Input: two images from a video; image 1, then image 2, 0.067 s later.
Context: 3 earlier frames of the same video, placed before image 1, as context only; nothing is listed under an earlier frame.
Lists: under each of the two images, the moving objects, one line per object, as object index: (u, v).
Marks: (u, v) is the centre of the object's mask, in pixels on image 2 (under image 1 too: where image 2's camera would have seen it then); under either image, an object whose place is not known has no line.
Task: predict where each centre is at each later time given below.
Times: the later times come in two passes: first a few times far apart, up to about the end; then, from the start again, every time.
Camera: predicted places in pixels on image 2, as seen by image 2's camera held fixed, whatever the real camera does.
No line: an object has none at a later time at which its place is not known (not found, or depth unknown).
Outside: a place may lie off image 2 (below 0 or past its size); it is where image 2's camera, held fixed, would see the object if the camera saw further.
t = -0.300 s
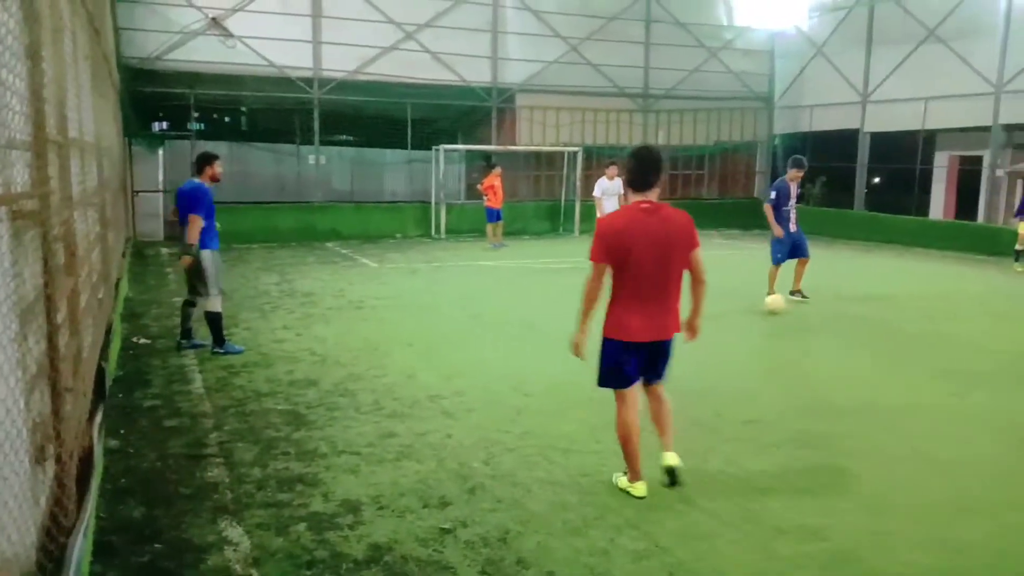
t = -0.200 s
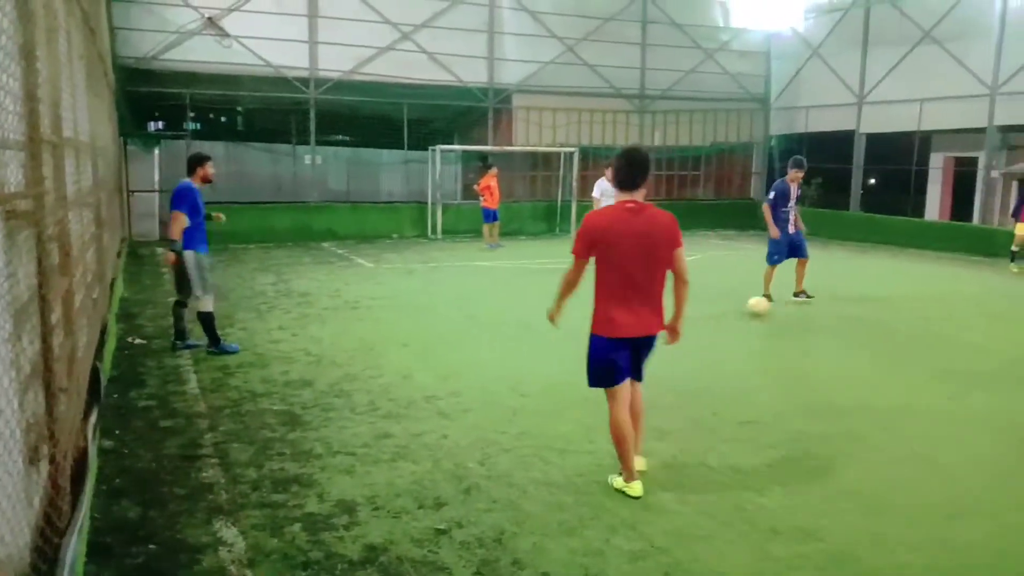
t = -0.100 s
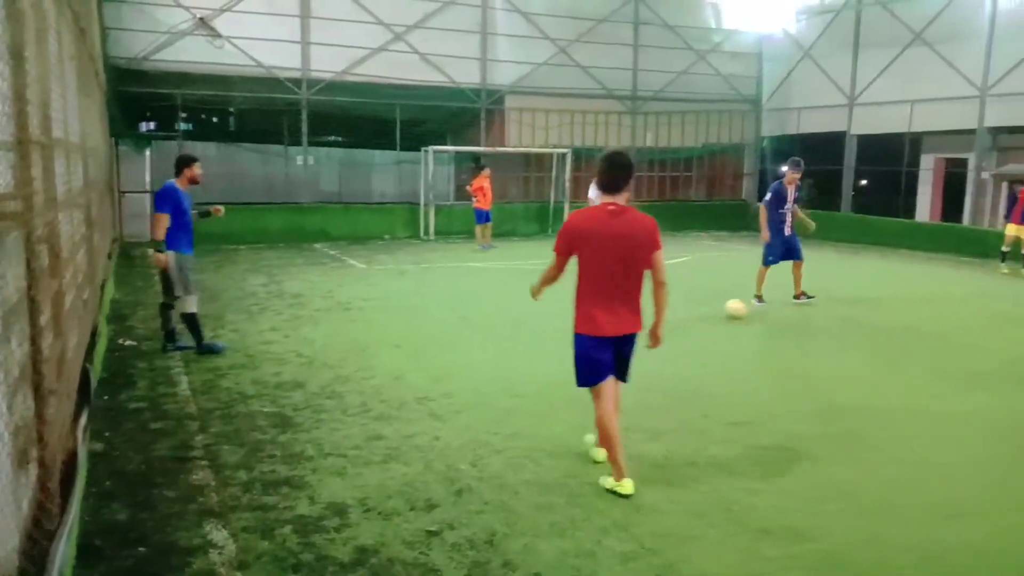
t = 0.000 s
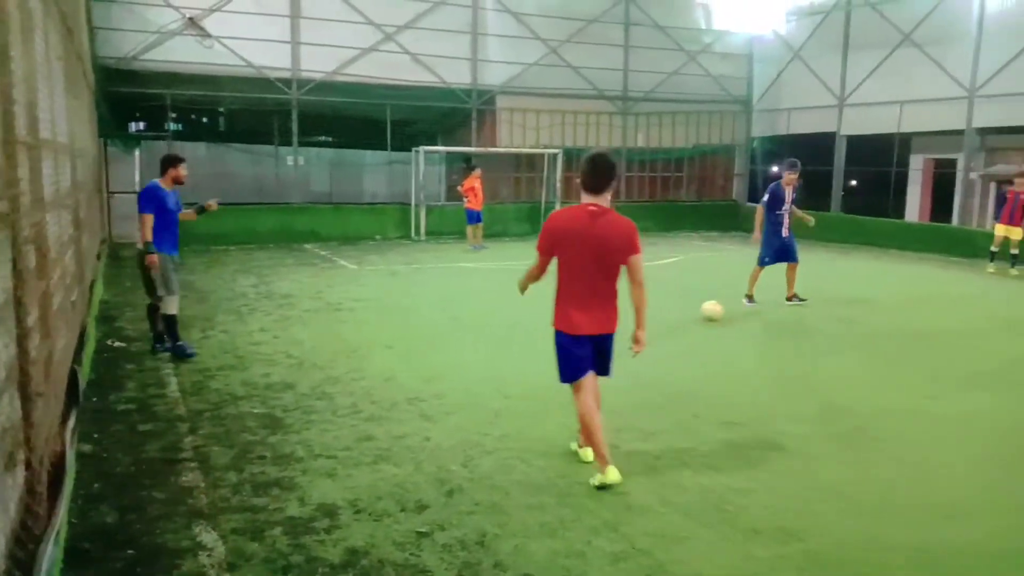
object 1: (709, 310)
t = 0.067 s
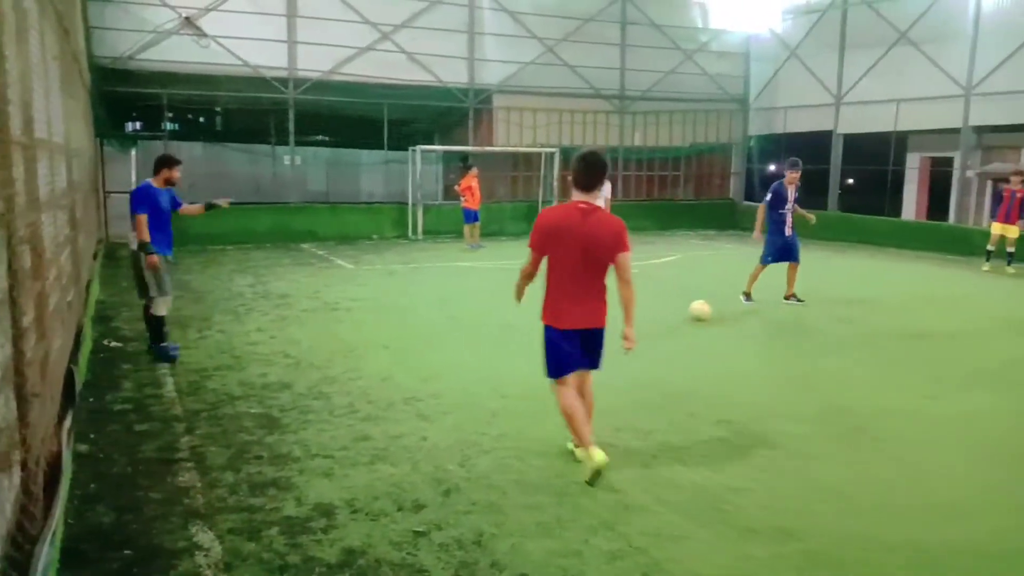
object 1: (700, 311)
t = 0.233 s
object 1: (677, 313)
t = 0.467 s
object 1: (644, 317)
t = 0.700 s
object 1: (610, 320)
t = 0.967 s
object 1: (572, 325)
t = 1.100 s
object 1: (553, 327)
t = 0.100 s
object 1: (695, 311)
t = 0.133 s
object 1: (691, 312)
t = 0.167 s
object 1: (686, 313)
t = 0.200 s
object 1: (682, 313)
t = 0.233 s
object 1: (677, 313)
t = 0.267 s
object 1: (672, 314)
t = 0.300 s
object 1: (667, 314)
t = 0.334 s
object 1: (663, 315)
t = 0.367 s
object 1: (658, 315)
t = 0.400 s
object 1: (653, 316)
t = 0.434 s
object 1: (648, 316)
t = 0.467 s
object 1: (644, 317)
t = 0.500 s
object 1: (640, 317)
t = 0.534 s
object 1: (635, 318)
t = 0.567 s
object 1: (630, 318)
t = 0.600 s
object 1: (625, 319)
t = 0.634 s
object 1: (620, 320)
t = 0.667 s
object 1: (616, 320)
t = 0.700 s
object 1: (610, 320)
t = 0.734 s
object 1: (606, 321)
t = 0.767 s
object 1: (601, 322)
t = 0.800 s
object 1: (597, 322)
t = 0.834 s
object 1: (592, 323)
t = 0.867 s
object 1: (587, 323)
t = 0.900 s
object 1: (582, 324)
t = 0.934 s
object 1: (577, 324)
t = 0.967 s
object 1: (572, 325)
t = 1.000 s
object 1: (567, 325)
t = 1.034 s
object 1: (562, 326)
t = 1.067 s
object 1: (558, 326)
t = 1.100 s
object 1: (553, 327)
